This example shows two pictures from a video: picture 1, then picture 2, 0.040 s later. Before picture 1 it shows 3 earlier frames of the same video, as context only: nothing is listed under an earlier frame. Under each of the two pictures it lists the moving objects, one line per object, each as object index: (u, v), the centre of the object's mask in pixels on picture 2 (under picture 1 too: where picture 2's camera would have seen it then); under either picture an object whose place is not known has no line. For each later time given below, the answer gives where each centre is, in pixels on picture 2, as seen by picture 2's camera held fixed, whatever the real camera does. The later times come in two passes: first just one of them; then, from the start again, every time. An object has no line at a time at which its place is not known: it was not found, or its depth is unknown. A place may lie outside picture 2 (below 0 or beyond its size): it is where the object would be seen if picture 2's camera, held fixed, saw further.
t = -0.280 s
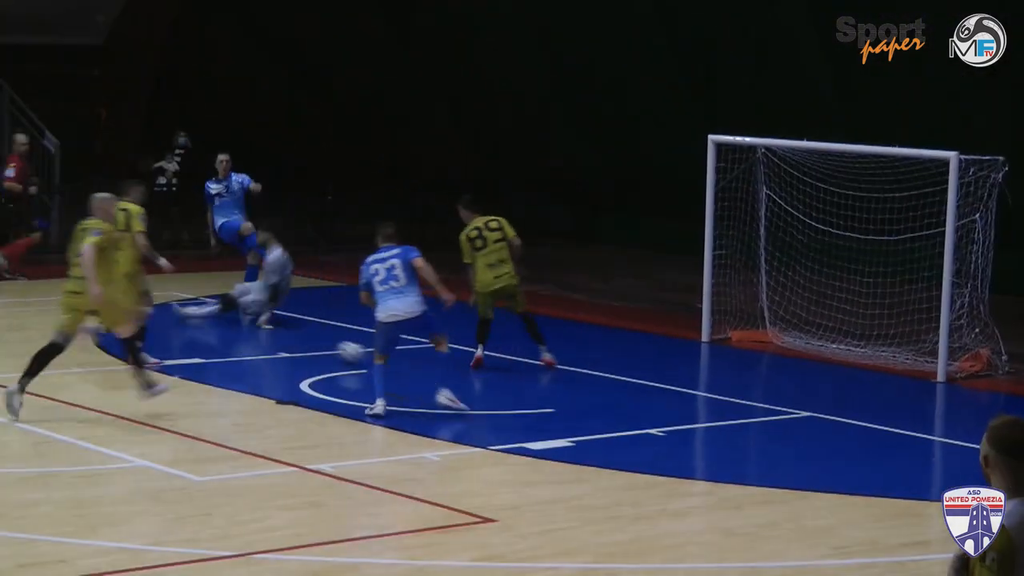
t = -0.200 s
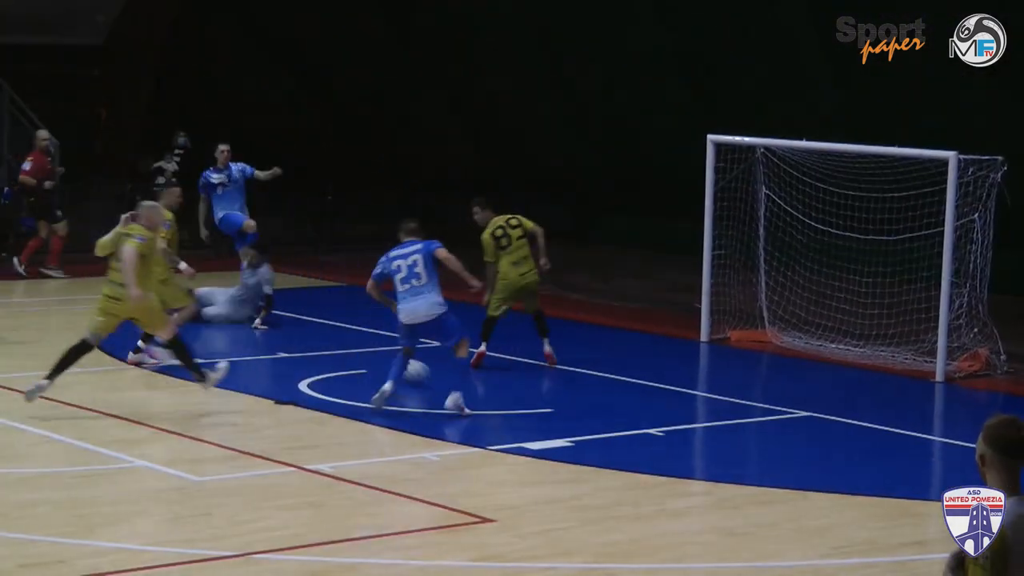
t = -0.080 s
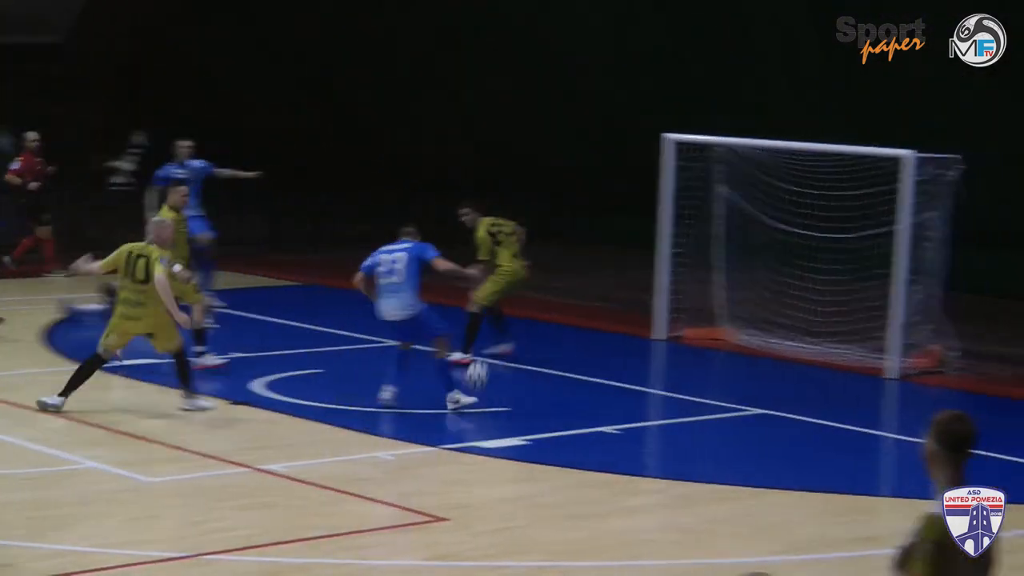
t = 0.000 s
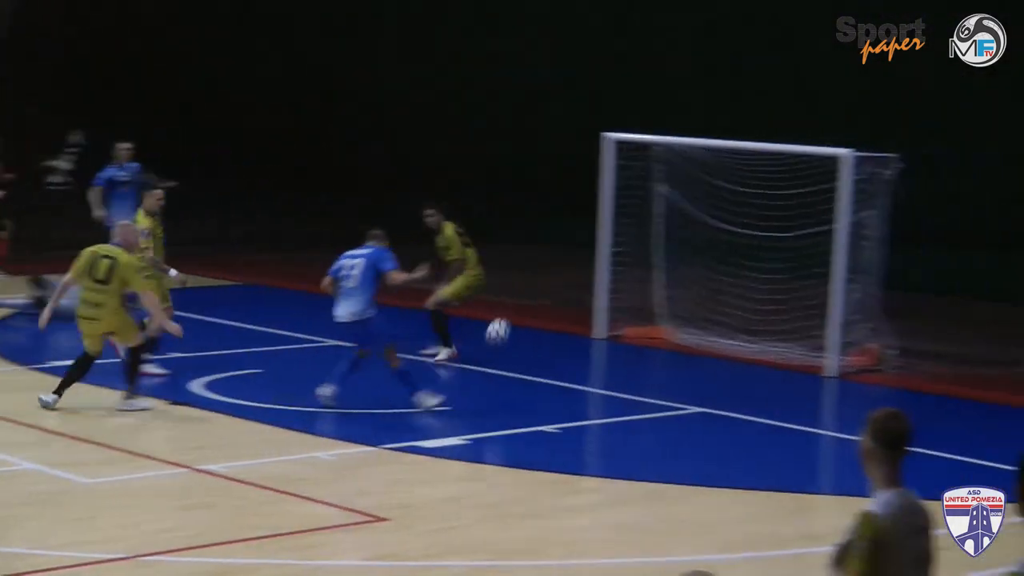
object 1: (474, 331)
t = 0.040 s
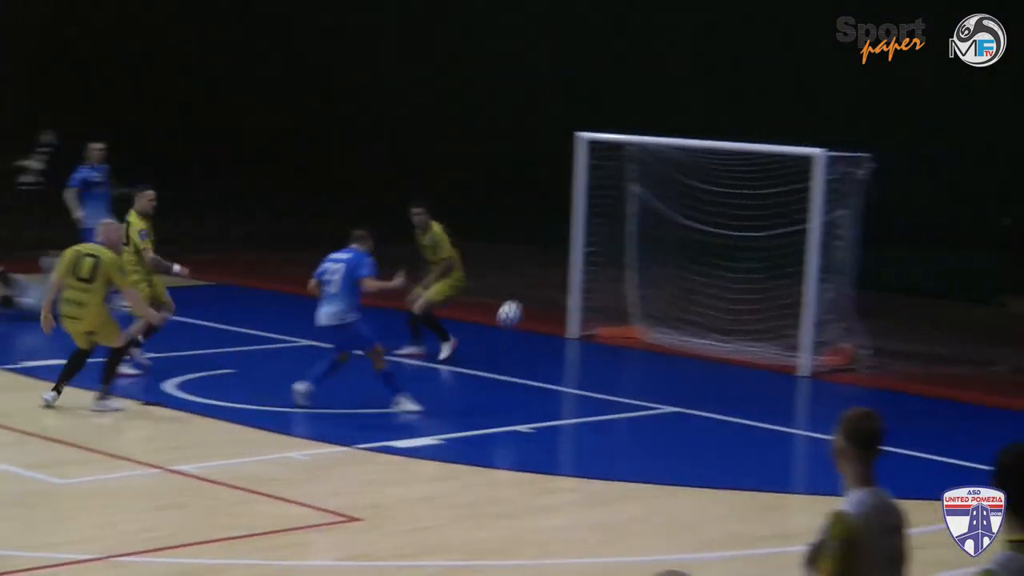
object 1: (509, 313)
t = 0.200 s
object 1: (641, 264)
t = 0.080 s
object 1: (543, 298)
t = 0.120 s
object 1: (577, 283)
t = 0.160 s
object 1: (611, 273)
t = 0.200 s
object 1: (641, 264)
